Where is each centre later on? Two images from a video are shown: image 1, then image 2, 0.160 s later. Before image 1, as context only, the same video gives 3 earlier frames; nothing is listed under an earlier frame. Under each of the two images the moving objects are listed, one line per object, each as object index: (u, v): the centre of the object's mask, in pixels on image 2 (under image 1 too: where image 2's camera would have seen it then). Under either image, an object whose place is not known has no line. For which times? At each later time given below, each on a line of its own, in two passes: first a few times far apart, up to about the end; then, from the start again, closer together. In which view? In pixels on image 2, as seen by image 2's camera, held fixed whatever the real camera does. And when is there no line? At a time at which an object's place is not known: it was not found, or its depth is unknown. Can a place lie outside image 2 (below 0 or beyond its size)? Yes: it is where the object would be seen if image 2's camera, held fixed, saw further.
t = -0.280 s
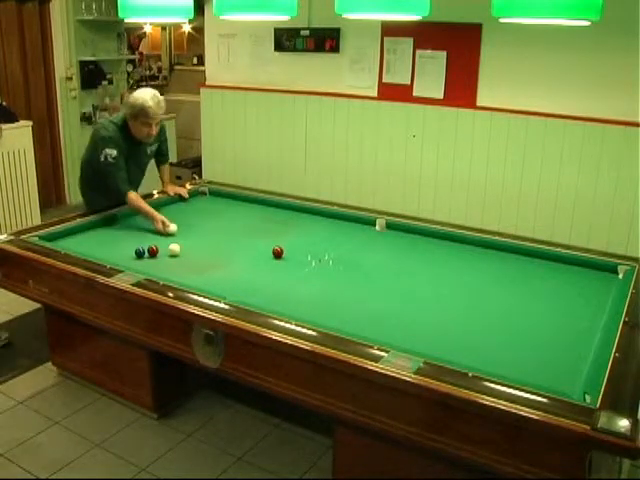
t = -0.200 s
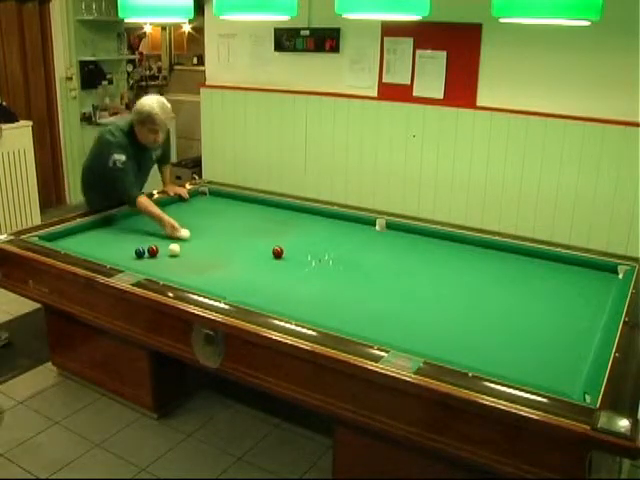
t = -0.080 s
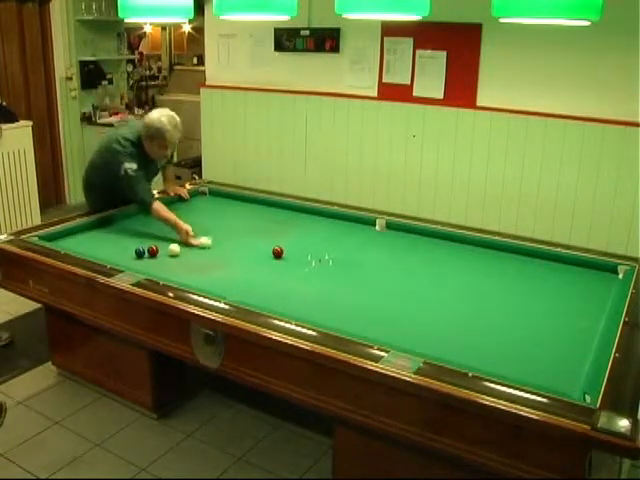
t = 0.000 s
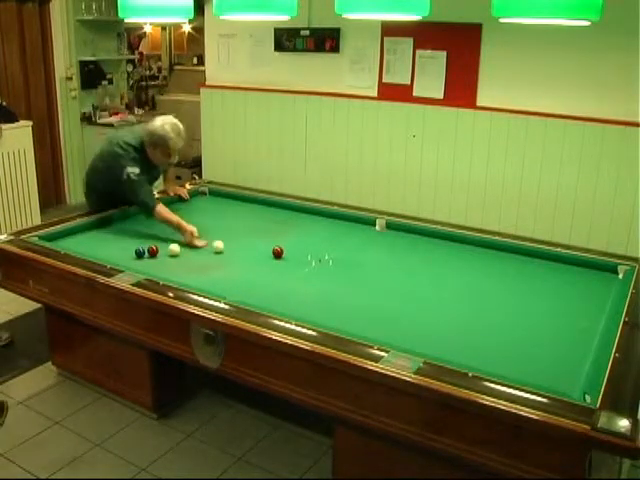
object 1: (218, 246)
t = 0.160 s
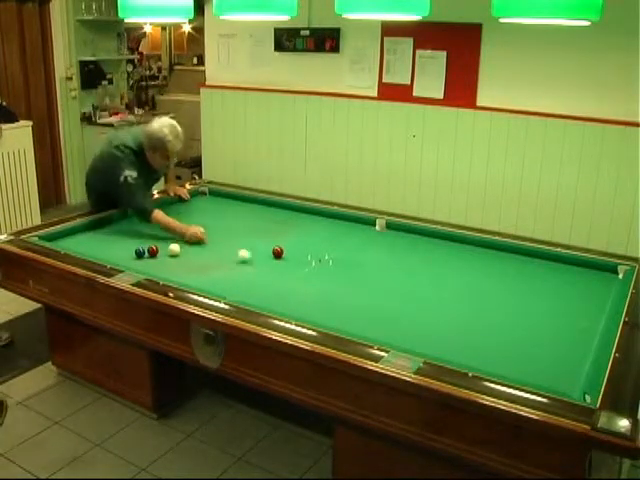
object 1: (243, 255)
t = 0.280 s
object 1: (264, 264)
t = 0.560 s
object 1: (317, 282)
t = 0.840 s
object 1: (377, 303)
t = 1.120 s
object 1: (447, 327)
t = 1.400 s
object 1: (525, 355)
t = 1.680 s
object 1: (555, 369)
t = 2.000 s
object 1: (490, 357)
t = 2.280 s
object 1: (436, 346)
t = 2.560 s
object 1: (386, 335)
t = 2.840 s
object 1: (339, 324)
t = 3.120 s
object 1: (299, 314)
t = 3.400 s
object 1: (268, 304)
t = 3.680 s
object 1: (239, 295)
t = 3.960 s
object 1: (214, 285)
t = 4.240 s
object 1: (192, 278)
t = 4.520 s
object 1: (170, 271)
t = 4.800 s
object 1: (151, 264)
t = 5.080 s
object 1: (134, 258)
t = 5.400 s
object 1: (116, 251)
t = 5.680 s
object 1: (102, 246)
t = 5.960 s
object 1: (89, 240)
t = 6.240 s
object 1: (77, 236)
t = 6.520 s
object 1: (72, 233)
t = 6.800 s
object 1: (80, 235)
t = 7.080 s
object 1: (88, 236)
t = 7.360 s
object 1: (95, 238)
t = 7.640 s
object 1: (102, 239)
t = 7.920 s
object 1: (109, 241)
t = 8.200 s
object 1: (116, 242)
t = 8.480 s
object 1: (121, 243)
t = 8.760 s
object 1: (126, 243)
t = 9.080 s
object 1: (132, 244)
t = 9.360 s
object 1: (136, 244)
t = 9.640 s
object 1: (139, 244)
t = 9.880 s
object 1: (143, 244)
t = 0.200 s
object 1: (250, 258)
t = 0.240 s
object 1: (257, 261)
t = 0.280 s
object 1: (264, 264)
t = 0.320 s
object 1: (272, 266)
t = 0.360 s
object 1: (278, 268)
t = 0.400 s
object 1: (285, 271)
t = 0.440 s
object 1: (294, 274)
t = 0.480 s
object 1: (301, 276)
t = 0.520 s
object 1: (309, 279)
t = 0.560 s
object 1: (317, 282)
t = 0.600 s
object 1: (325, 285)
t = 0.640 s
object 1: (333, 288)
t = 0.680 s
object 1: (342, 291)
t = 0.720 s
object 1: (350, 294)
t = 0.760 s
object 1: (360, 297)
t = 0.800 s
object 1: (369, 300)
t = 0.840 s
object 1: (377, 303)
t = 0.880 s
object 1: (386, 306)
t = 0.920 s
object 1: (396, 310)
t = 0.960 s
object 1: (406, 313)
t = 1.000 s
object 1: (416, 317)
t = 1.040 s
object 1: (426, 320)
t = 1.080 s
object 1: (436, 324)
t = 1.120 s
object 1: (447, 327)
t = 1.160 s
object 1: (457, 331)
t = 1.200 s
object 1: (468, 335)
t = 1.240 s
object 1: (479, 339)
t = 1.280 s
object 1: (490, 343)
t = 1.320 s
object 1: (502, 347)
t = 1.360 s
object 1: (513, 351)
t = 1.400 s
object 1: (525, 355)
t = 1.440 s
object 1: (536, 359)
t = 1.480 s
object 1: (549, 363)
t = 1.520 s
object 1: (562, 367)
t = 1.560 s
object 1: (575, 372)
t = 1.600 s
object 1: (575, 372)
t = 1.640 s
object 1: (565, 371)
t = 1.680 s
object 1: (555, 369)
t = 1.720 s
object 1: (546, 367)
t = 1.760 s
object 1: (538, 365)
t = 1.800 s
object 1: (530, 364)
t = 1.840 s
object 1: (522, 363)
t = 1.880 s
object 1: (514, 361)
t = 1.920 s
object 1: (505, 360)
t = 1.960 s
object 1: (498, 359)
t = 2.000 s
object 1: (490, 357)
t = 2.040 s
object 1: (482, 356)
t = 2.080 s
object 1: (474, 354)
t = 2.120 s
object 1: (466, 353)
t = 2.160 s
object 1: (459, 351)
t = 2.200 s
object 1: (451, 349)
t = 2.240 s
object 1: (443, 348)
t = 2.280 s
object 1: (436, 346)
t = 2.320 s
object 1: (429, 344)
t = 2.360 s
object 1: (422, 342)
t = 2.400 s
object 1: (414, 342)
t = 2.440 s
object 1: (408, 340)
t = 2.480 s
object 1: (400, 339)
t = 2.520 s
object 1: (393, 337)
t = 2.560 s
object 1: (386, 335)
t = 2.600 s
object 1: (380, 333)
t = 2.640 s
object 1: (373, 332)
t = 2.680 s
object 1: (365, 330)
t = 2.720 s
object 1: (359, 329)
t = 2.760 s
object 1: (352, 327)
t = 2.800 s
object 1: (345, 326)
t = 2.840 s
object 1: (339, 324)
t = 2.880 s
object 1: (333, 323)
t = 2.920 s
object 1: (326, 322)
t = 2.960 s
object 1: (321, 320)
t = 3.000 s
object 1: (313, 318)
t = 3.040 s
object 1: (308, 317)
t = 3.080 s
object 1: (303, 316)
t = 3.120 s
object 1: (299, 314)
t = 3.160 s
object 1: (294, 313)
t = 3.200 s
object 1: (290, 311)
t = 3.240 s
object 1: (285, 310)
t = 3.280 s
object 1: (280, 308)
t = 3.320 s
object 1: (276, 307)
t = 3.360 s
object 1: (272, 305)
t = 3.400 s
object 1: (268, 304)
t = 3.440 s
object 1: (264, 302)
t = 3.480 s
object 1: (259, 300)
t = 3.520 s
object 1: (255, 299)
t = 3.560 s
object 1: (252, 299)
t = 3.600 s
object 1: (247, 297)
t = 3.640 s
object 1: (243, 295)
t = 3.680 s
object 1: (239, 295)
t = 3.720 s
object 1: (236, 294)
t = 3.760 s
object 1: (232, 292)
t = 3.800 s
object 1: (229, 291)
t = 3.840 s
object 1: (225, 290)
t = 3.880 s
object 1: (222, 288)
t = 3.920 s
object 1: (218, 287)
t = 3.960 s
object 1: (214, 285)
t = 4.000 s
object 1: (211, 284)
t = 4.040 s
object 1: (207, 283)
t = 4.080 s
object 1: (204, 282)
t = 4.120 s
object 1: (201, 281)
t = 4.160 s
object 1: (197, 280)
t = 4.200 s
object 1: (195, 278)
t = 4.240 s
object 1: (192, 278)
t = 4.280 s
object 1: (188, 277)
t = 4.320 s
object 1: (185, 275)
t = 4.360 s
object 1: (182, 274)
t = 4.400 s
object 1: (179, 273)
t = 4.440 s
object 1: (176, 272)
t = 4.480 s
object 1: (173, 272)
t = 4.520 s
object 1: (170, 271)
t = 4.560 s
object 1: (168, 270)
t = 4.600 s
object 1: (165, 269)
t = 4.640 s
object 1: (162, 268)
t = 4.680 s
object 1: (160, 267)
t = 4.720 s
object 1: (156, 265)
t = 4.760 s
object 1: (154, 265)
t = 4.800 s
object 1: (151, 264)
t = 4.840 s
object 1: (149, 263)
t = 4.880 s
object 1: (146, 262)
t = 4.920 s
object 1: (143, 261)
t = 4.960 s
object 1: (141, 260)
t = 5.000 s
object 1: (138, 260)
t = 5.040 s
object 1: (136, 259)
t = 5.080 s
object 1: (134, 258)
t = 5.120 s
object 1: (132, 257)
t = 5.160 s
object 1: (129, 256)
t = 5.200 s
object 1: (127, 255)
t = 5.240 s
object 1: (125, 254)
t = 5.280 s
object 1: (122, 253)
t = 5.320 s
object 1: (120, 252)
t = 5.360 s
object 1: (118, 251)
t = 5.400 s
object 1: (116, 251)
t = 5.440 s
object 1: (114, 250)
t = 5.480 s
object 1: (112, 249)
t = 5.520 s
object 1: (110, 248)
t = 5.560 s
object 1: (108, 248)
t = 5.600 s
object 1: (106, 247)
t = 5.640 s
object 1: (104, 246)
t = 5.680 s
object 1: (102, 246)
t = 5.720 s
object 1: (100, 245)
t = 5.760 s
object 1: (98, 244)
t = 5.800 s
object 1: (96, 243)
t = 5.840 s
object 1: (94, 243)
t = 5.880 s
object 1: (93, 242)
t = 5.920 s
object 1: (91, 241)
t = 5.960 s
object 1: (89, 240)
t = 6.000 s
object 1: (87, 239)
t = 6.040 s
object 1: (86, 239)
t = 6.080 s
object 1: (84, 238)
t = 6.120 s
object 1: (82, 238)
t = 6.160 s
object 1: (80, 237)
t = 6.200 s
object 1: (79, 237)
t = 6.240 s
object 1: (77, 236)
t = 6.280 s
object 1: (75, 235)
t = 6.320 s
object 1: (73, 234)
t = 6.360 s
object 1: (72, 234)
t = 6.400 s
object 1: (70, 233)
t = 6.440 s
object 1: (69, 232)
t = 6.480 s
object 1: (70, 233)
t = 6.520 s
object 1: (72, 233)
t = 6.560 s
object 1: (73, 233)
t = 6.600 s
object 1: (74, 234)
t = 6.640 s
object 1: (75, 234)
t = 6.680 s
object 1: (76, 234)
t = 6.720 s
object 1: (77, 234)
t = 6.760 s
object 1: (78, 235)
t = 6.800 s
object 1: (80, 235)
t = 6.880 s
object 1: (82, 235)
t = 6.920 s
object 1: (84, 235)
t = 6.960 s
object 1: (85, 235)
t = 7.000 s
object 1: (86, 236)
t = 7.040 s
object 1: (87, 236)
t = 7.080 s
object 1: (88, 236)
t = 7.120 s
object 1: (89, 236)
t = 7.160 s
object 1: (90, 237)
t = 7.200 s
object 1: (93, 237)
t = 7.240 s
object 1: (93, 237)
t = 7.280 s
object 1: (93, 237)
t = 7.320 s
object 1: (94, 238)
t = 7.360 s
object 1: (95, 238)
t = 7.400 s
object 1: (97, 238)
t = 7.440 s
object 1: (97, 238)
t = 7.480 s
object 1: (98, 238)
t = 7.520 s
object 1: (99, 239)
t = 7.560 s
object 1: (101, 239)
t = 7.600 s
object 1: (101, 239)
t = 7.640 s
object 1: (102, 239)
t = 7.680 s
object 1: (103, 239)
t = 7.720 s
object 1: (104, 240)
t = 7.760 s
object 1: (105, 240)
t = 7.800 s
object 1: (106, 240)
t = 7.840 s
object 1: (107, 240)
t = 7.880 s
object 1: (107, 240)
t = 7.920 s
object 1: (109, 241)
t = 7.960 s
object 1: (110, 241)
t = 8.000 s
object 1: (111, 241)
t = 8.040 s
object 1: (112, 241)
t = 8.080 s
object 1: (113, 241)
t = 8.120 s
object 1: (114, 242)
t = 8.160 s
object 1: (115, 242)
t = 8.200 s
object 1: (116, 242)
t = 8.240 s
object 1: (116, 242)
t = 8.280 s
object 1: (117, 242)
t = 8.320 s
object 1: (118, 242)
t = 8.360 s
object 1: (119, 242)
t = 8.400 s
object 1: (119, 242)
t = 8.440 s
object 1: (120, 242)
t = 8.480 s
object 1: (121, 243)
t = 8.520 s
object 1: (122, 243)
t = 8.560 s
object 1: (123, 243)
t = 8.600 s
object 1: (123, 243)
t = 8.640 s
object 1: (124, 243)
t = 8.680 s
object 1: (125, 243)
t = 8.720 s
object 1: (126, 243)
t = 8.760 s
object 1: (126, 243)
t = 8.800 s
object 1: (127, 243)
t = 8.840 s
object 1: (128, 244)
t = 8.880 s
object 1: (128, 244)
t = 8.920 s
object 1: (129, 243)
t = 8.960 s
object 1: (131, 243)
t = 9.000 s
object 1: (131, 243)
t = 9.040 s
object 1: (131, 243)
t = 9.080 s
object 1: (132, 244)
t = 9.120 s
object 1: (132, 244)
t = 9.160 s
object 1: (134, 244)
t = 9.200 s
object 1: (134, 244)
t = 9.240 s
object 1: (135, 244)
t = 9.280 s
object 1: (135, 244)
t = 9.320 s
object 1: (136, 244)
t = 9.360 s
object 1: (136, 244)
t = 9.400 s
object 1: (136, 244)
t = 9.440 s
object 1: (137, 244)
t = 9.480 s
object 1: (137, 244)
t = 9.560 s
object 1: (137, 244)
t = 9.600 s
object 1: (139, 244)
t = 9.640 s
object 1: (139, 244)
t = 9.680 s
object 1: (139, 244)
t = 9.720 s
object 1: (141, 244)
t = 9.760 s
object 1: (143, 244)
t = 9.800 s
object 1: (143, 244)
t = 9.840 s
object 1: (143, 244)
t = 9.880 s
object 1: (143, 244)
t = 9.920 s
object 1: (143, 244)
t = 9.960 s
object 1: (143, 244)
